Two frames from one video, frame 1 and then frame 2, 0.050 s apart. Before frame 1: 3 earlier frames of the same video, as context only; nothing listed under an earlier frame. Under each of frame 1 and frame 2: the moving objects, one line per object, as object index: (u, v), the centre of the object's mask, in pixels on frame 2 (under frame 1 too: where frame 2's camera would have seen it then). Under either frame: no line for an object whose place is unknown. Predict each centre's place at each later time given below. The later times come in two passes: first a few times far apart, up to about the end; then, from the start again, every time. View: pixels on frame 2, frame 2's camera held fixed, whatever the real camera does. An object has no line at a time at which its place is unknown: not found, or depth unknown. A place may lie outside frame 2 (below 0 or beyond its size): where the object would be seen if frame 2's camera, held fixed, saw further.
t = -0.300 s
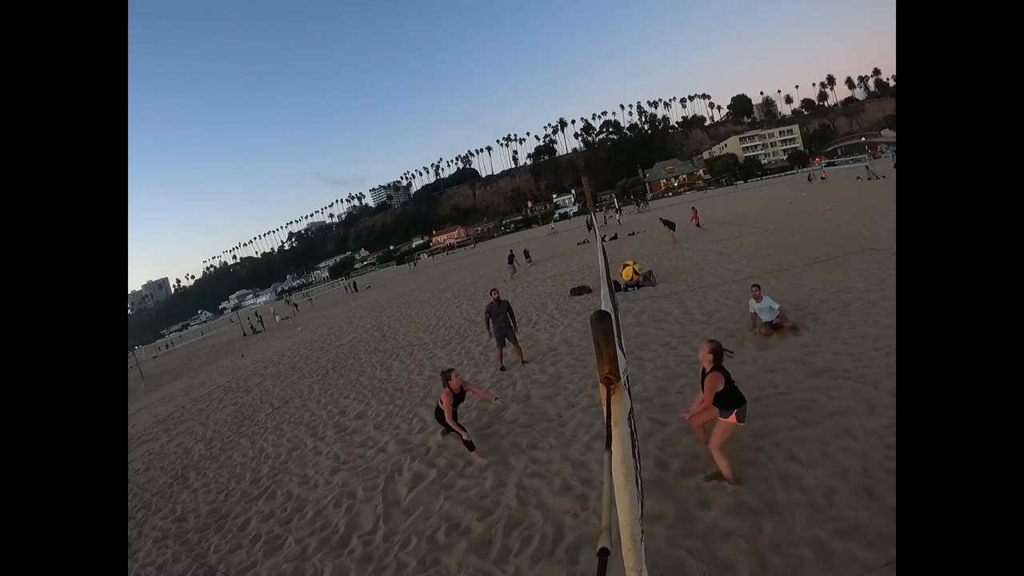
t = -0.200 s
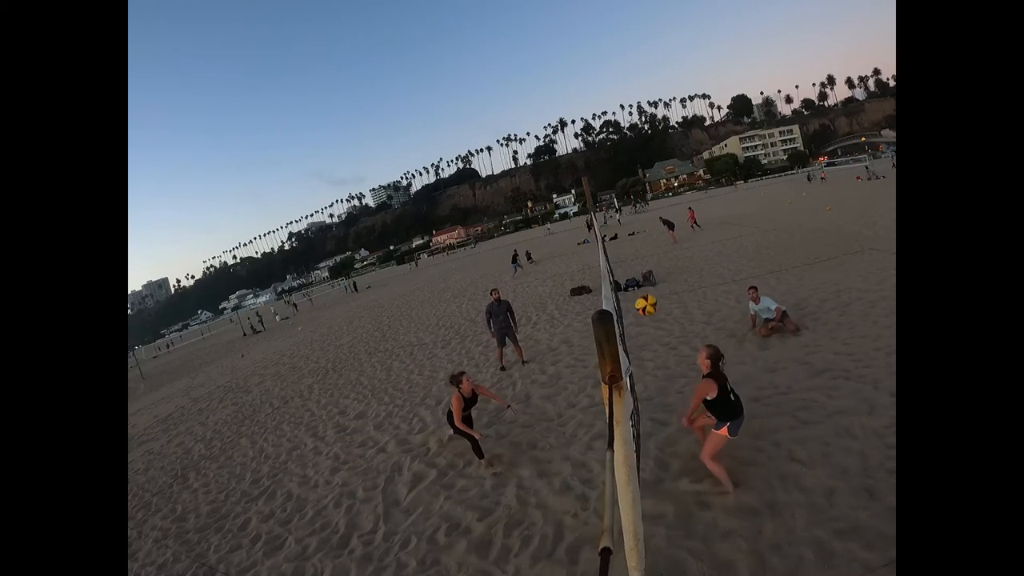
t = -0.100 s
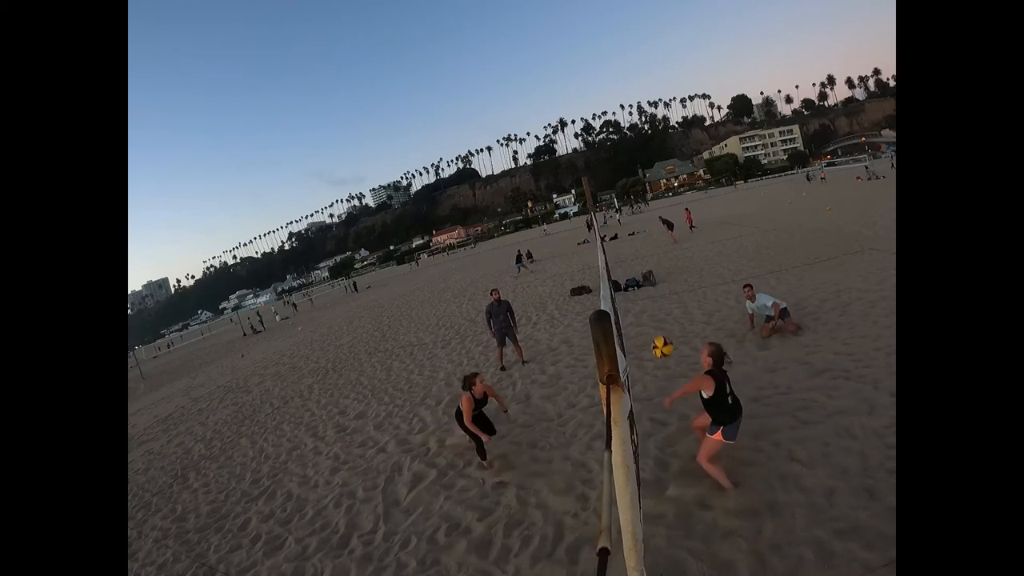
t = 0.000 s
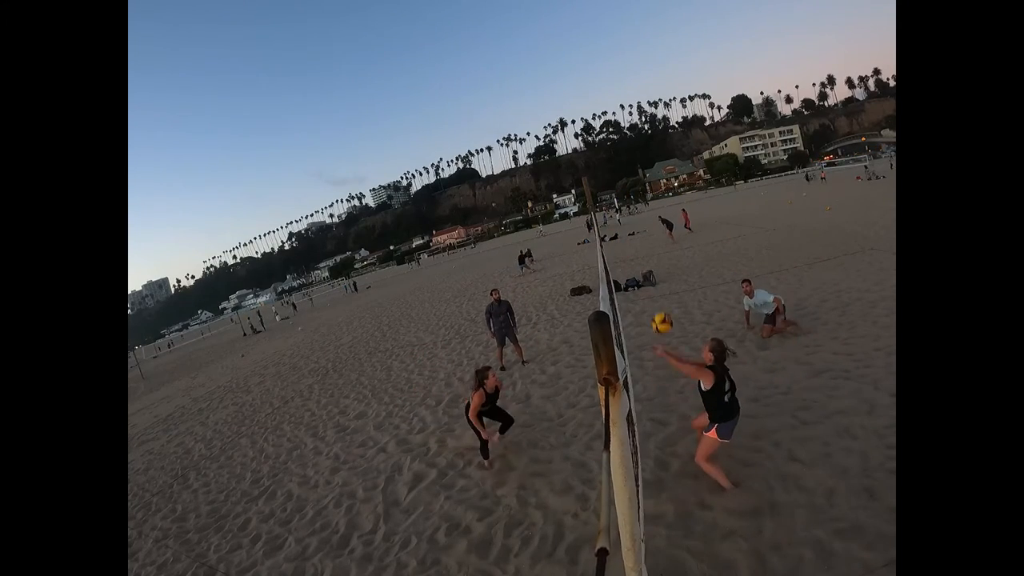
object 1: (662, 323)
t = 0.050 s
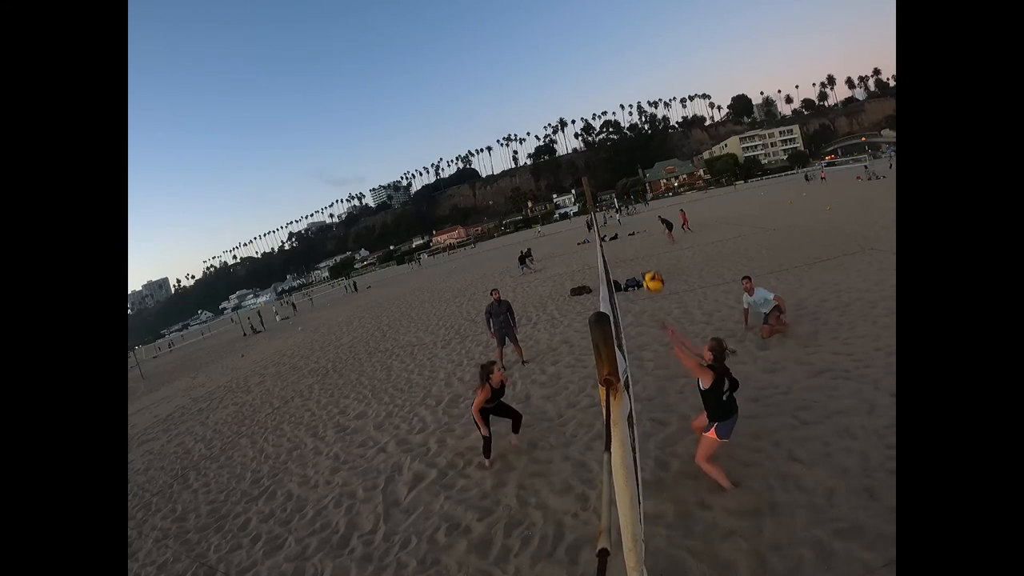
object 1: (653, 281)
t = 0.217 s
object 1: (625, 167)
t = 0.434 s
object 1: (600, 79)
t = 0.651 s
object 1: (590, 46)
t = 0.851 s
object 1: (591, 47)
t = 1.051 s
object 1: (601, 72)
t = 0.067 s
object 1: (650, 269)
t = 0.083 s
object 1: (647, 256)
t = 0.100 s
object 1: (644, 242)
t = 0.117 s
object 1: (641, 231)
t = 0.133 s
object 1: (638, 219)
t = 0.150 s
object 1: (636, 207)
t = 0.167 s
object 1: (633, 196)
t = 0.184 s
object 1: (630, 186)
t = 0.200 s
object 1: (627, 176)
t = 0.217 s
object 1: (625, 167)
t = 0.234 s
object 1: (622, 157)
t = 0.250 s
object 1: (620, 149)
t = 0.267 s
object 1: (617, 141)
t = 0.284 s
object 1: (615, 132)
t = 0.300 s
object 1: (613, 126)
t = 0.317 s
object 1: (611, 119)
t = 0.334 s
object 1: (609, 111)
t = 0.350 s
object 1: (607, 106)
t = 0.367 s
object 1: (605, 99)
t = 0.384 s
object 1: (604, 94)
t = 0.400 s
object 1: (603, 89)
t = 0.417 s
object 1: (601, 84)
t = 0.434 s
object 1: (600, 79)
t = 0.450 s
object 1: (599, 75)
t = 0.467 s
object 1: (597, 71)
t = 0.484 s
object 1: (596, 67)
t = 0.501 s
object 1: (595, 64)
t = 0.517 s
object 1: (594, 61)
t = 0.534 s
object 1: (594, 58)
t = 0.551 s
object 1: (593, 56)
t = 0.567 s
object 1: (592, 54)
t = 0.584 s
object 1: (592, 52)
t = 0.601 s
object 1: (591, 50)
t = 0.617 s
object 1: (591, 48)
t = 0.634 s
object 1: (590, 47)
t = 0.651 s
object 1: (590, 46)
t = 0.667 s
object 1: (590, 45)
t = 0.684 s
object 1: (590, 44)
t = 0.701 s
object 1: (589, 44)
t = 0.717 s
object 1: (589, 43)
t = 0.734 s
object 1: (589, 43)
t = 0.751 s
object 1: (589, 44)
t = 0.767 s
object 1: (590, 44)
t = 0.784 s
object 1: (590, 44)
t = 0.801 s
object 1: (590, 45)
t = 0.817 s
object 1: (590, 45)
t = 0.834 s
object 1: (591, 46)
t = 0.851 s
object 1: (591, 47)
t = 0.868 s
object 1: (592, 49)
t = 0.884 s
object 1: (592, 50)
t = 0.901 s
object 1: (593, 51)
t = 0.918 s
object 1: (593, 53)
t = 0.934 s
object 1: (594, 55)
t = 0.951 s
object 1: (595, 57)
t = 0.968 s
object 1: (596, 59)
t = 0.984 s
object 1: (597, 61)
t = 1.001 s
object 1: (598, 64)
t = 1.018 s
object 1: (599, 66)
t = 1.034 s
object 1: (600, 69)
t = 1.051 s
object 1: (601, 72)
